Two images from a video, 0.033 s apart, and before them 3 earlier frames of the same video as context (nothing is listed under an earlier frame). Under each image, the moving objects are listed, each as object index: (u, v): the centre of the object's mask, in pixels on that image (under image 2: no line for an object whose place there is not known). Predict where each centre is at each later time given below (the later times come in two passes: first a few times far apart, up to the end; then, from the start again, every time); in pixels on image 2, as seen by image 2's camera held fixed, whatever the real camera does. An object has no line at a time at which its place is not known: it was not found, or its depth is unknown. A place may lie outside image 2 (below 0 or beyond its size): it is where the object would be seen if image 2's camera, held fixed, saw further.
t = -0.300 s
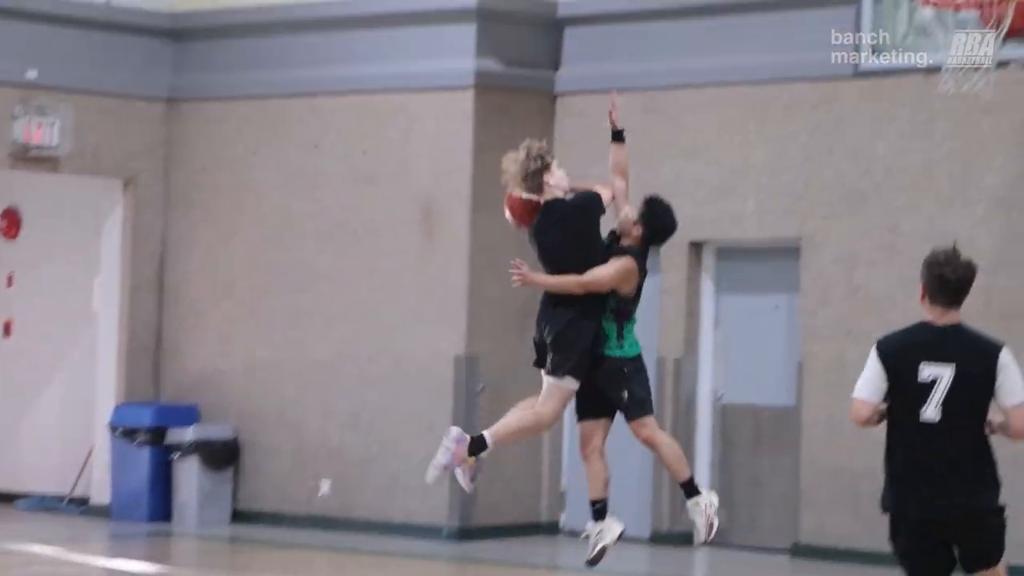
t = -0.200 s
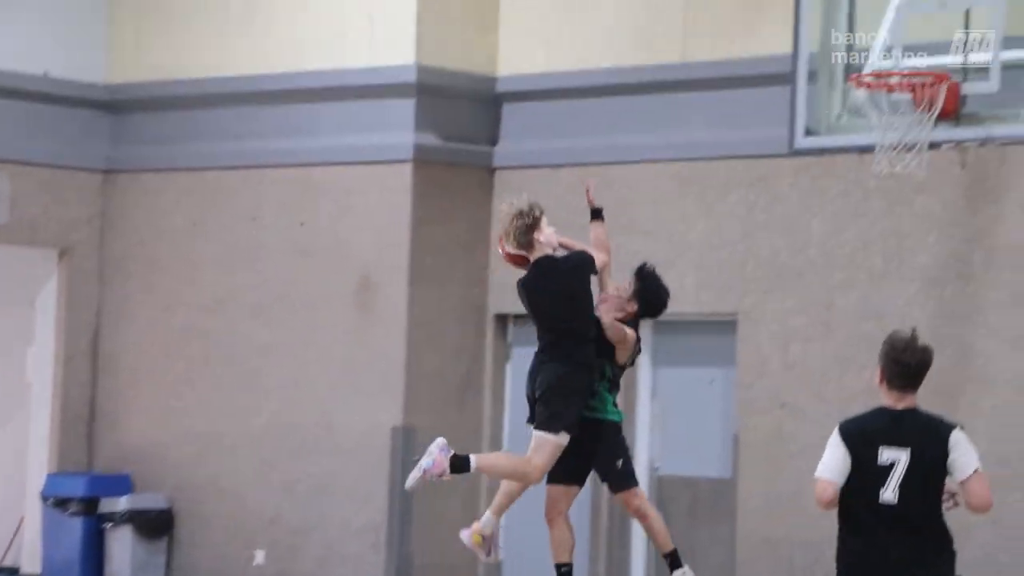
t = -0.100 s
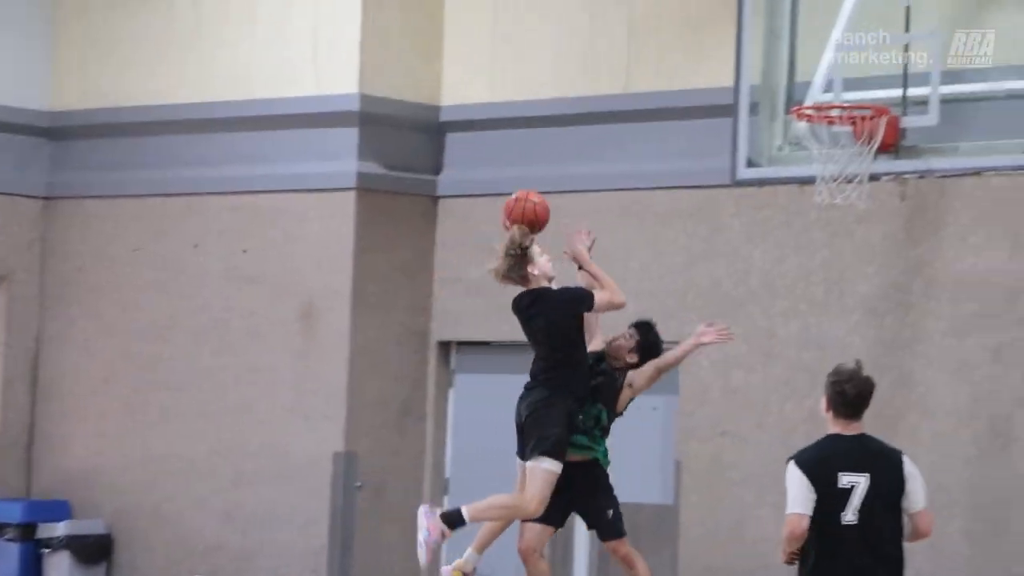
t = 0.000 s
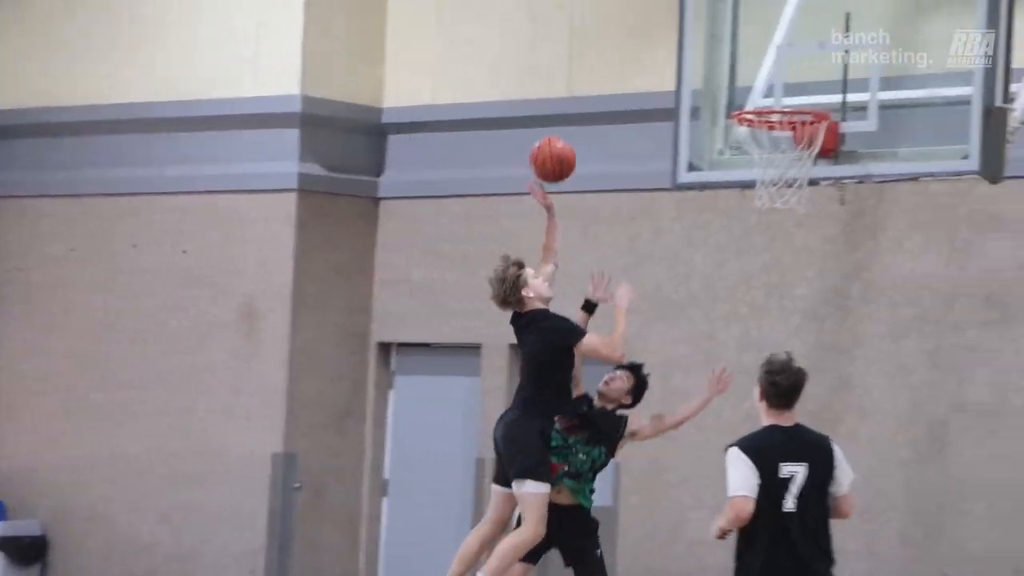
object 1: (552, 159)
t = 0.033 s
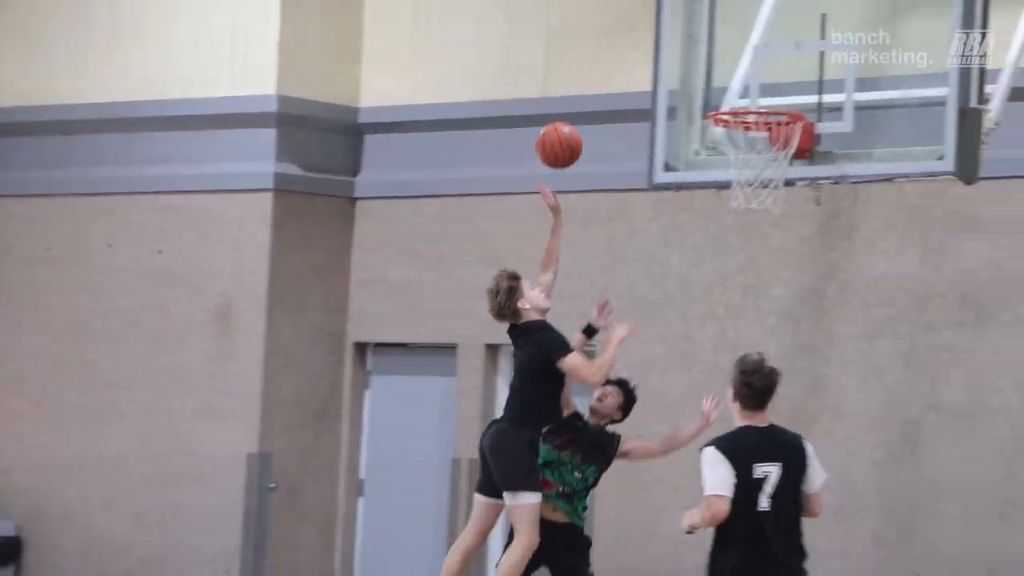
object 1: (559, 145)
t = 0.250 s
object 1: (732, 92)
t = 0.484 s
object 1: (713, 74)
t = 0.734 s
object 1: (661, 121)
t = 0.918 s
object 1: (619, 206)
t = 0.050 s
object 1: (573, 138)
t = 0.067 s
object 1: (588, 133)
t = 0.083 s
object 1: (603, 128)
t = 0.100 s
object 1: (618, 123)
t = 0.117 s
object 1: (633, 118)
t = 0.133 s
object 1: (648, 115)
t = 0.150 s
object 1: (663, 111)
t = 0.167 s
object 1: (677, 108)
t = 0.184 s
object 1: (692, 105)
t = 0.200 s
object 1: (705, 101)
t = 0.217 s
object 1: (720, 97)
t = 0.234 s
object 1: (727, 95)
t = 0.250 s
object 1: (732, 92)
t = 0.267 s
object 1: (739, 89)
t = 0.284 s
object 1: (744, 86)
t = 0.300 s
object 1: (749, 83)
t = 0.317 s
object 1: (747, 80)
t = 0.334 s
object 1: (744, 76)
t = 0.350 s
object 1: (741, 74)
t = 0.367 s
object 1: (737, 72)
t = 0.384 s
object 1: (734, 71)
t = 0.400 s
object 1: (730, 71)
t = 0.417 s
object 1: (728, 70)
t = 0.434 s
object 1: (724, 71)
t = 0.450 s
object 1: (721, 71)
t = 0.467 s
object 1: (717, 72)
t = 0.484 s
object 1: (713, 74)
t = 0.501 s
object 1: (710, 76)
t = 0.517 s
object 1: (706, 79)
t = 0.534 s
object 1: (703, 82)
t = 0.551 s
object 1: (700, 85)
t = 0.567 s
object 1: (696, 89)
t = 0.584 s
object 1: (692, 94)
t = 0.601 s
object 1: (689, 99)
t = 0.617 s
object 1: (685, 101)
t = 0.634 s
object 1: (682, 102)
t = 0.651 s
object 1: (679, 103)
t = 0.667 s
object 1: (675, 106)
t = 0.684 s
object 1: (672, 109)
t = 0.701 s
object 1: (669, 112)
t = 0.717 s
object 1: (665, 116)
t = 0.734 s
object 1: (661, 121)
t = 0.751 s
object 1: (657, 125)
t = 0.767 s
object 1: (654, 131)
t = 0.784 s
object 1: (650, 137)
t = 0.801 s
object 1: (646, 143)
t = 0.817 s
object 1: (643, 151)
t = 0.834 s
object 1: (639, 159)
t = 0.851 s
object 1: (635, 167)
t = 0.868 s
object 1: (631, 176)
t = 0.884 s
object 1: (627, 185)
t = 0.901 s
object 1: (623, 196)
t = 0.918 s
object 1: (619, 206)
